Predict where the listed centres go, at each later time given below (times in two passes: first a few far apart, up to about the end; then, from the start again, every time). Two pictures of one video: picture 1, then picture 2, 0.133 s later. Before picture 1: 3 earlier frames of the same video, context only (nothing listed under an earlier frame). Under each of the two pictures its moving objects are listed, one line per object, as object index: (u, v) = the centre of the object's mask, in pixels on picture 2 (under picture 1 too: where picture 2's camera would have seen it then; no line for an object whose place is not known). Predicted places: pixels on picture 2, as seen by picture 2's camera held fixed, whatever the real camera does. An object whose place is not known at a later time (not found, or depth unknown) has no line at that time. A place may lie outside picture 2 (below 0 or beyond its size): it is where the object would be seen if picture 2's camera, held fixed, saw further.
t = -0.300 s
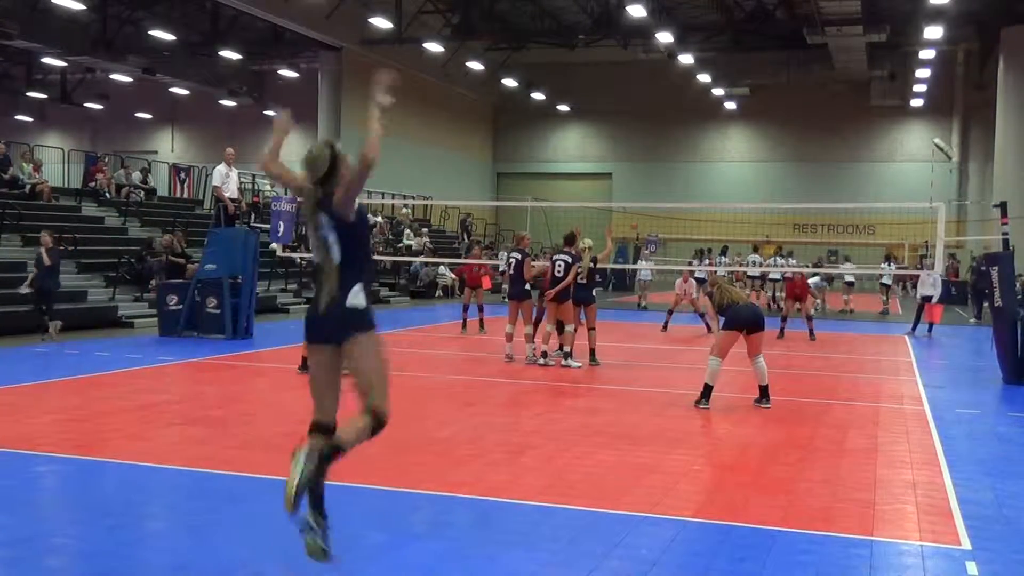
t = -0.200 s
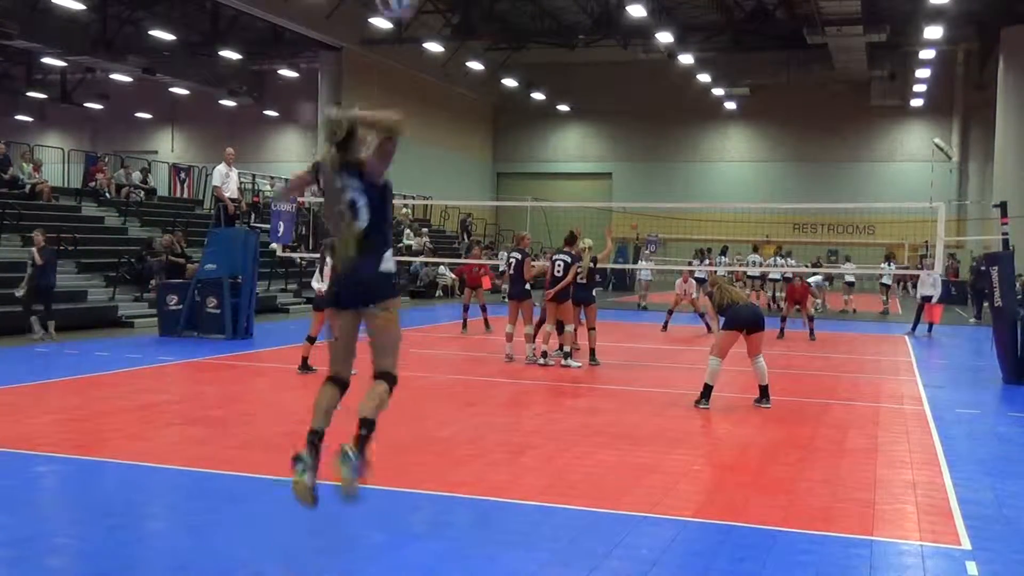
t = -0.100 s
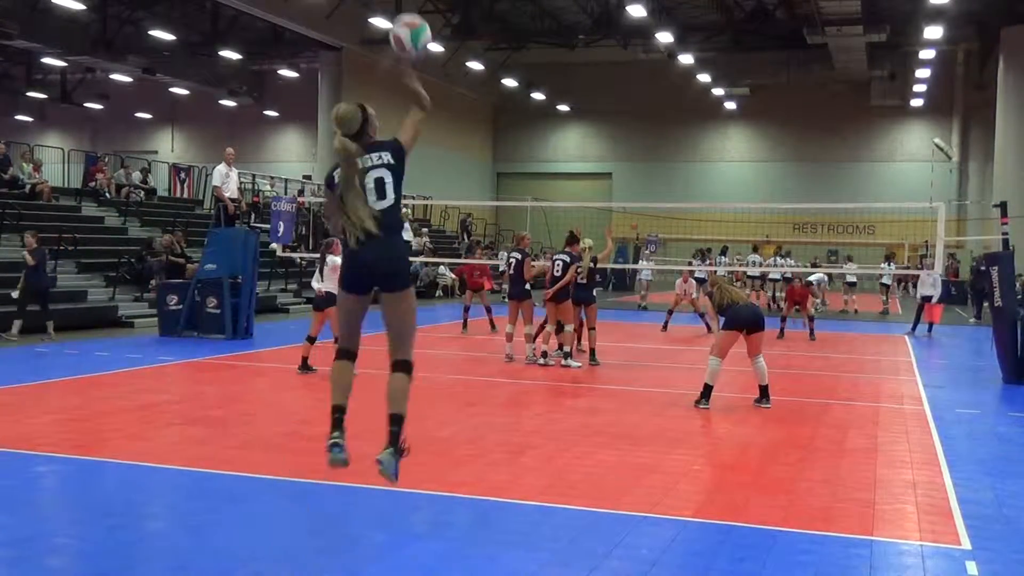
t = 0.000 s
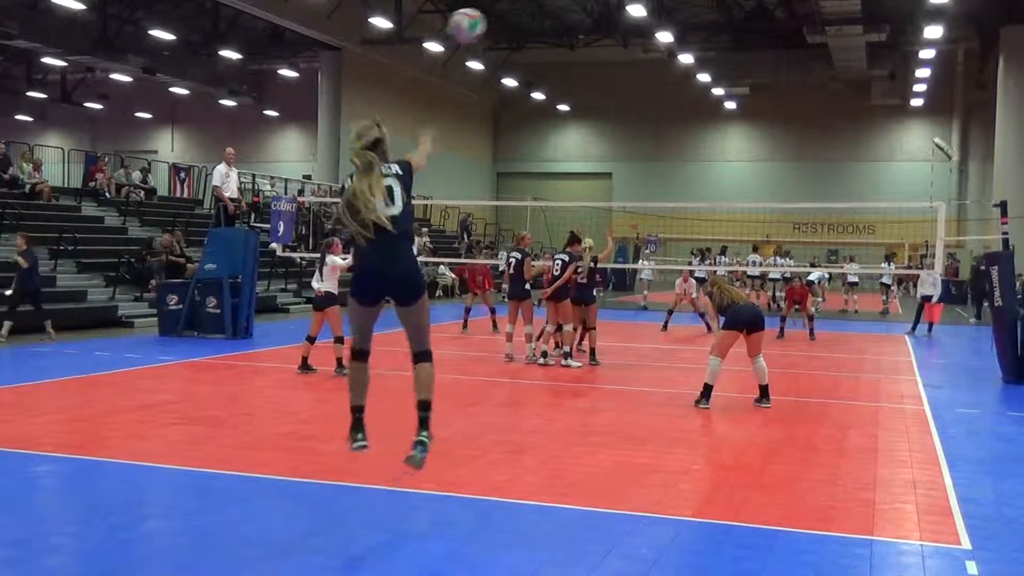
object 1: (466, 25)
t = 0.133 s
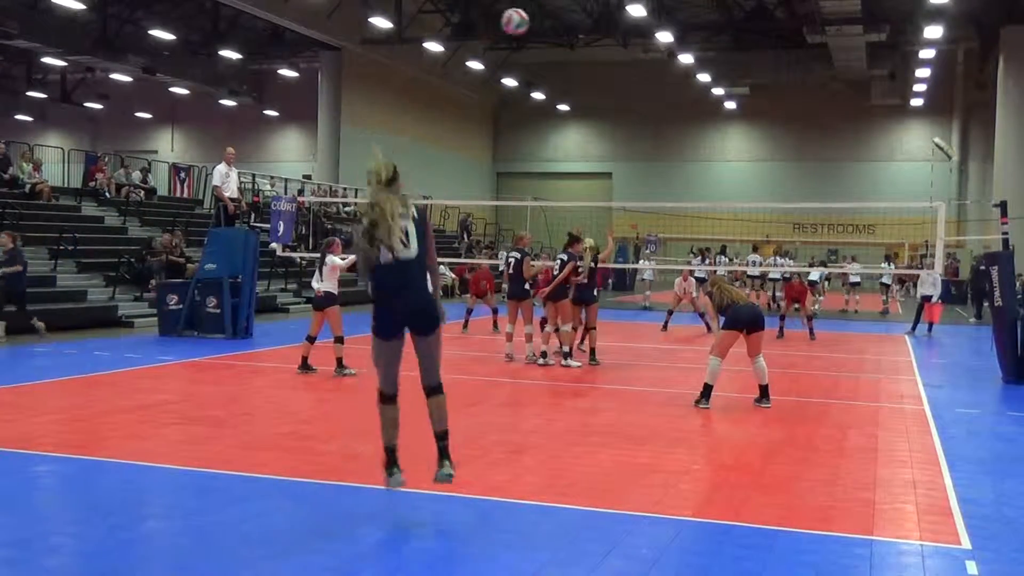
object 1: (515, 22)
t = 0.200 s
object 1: (528, 28)
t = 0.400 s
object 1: (552, 57)
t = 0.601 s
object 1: (563, 97)
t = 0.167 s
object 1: (522, 24)
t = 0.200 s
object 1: (528, 28)
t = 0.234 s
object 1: (534, 31)
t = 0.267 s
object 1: (539, 35)
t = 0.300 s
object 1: (543, 40)
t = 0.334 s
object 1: (546, 46)
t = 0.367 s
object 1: (549, 51)
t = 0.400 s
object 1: (552, 57)
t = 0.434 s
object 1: (555, 63)
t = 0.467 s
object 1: (557, 69)
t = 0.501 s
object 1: (559, 76)
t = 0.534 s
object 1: (560, 83)
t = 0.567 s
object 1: (562, 91)
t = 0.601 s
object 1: (563, 97)
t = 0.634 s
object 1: (564, 105)
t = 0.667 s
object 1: (565, 112)
